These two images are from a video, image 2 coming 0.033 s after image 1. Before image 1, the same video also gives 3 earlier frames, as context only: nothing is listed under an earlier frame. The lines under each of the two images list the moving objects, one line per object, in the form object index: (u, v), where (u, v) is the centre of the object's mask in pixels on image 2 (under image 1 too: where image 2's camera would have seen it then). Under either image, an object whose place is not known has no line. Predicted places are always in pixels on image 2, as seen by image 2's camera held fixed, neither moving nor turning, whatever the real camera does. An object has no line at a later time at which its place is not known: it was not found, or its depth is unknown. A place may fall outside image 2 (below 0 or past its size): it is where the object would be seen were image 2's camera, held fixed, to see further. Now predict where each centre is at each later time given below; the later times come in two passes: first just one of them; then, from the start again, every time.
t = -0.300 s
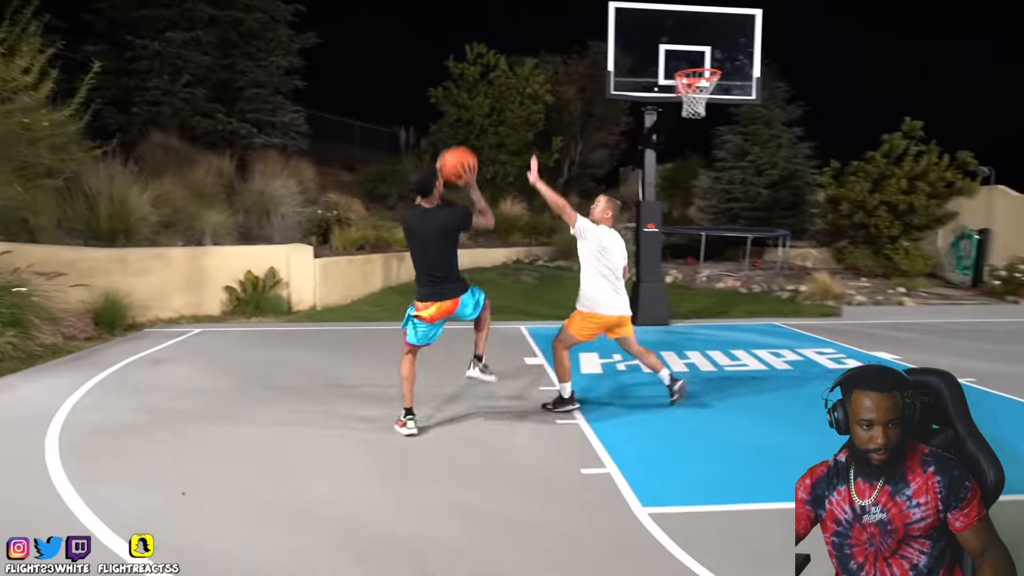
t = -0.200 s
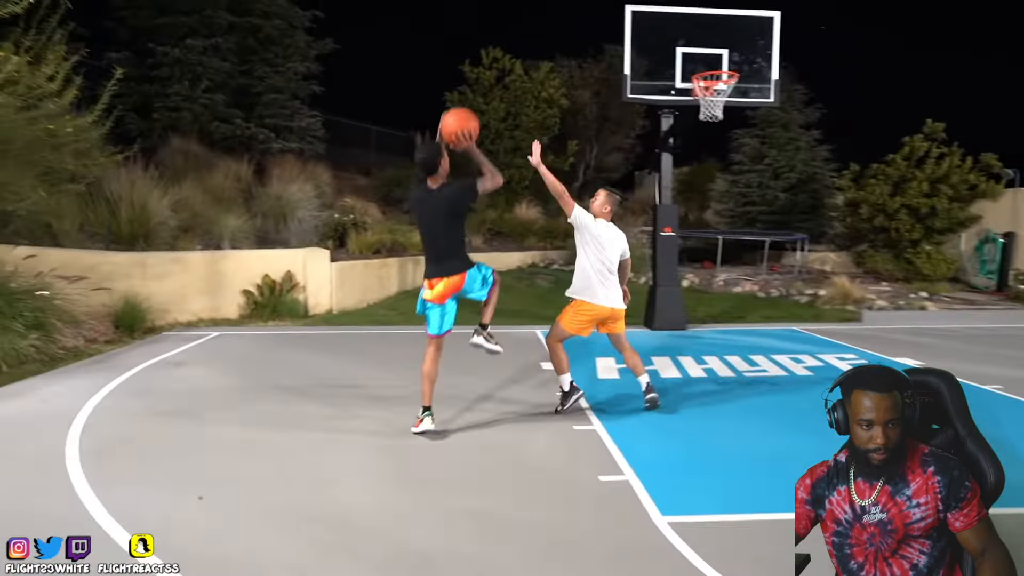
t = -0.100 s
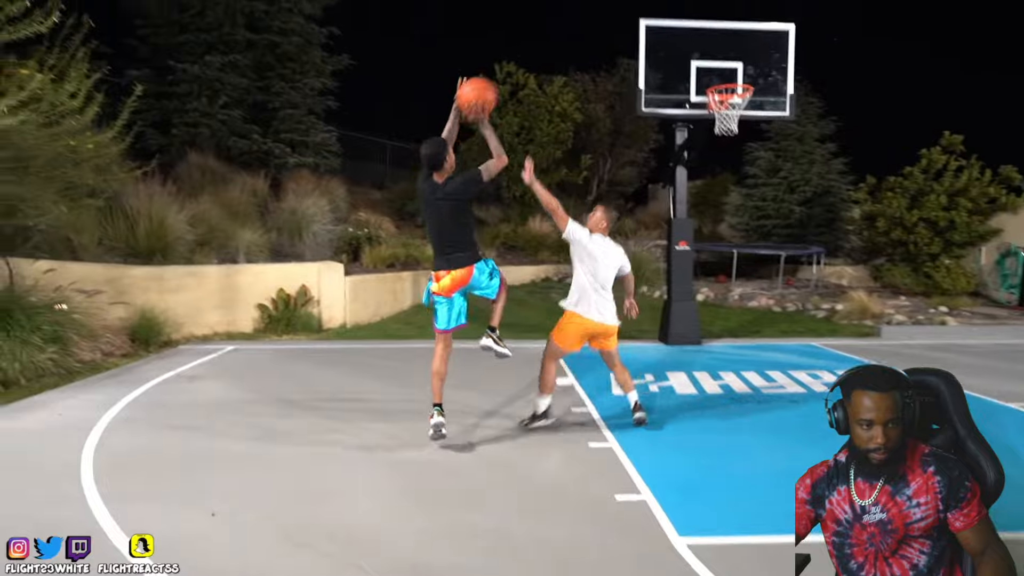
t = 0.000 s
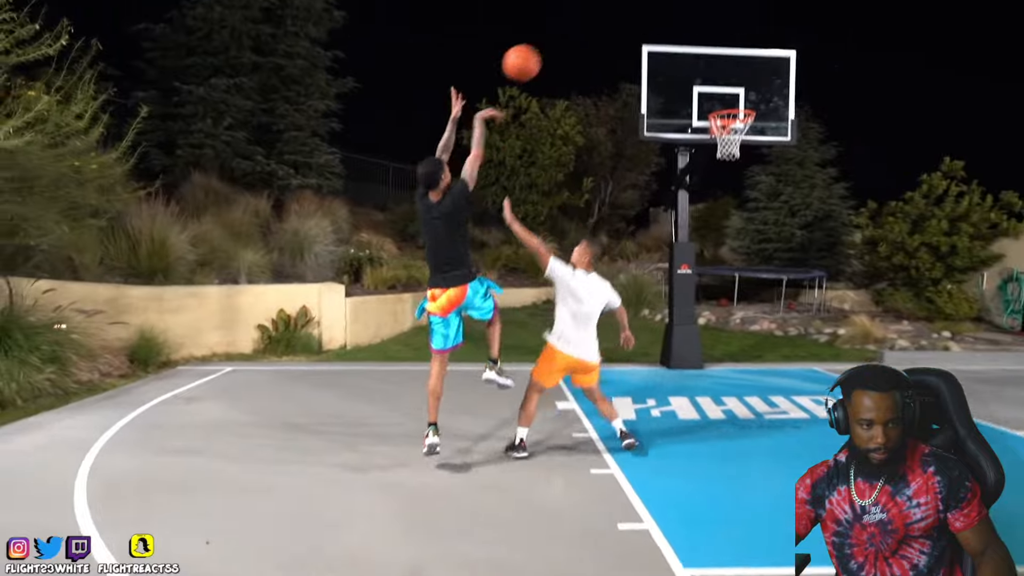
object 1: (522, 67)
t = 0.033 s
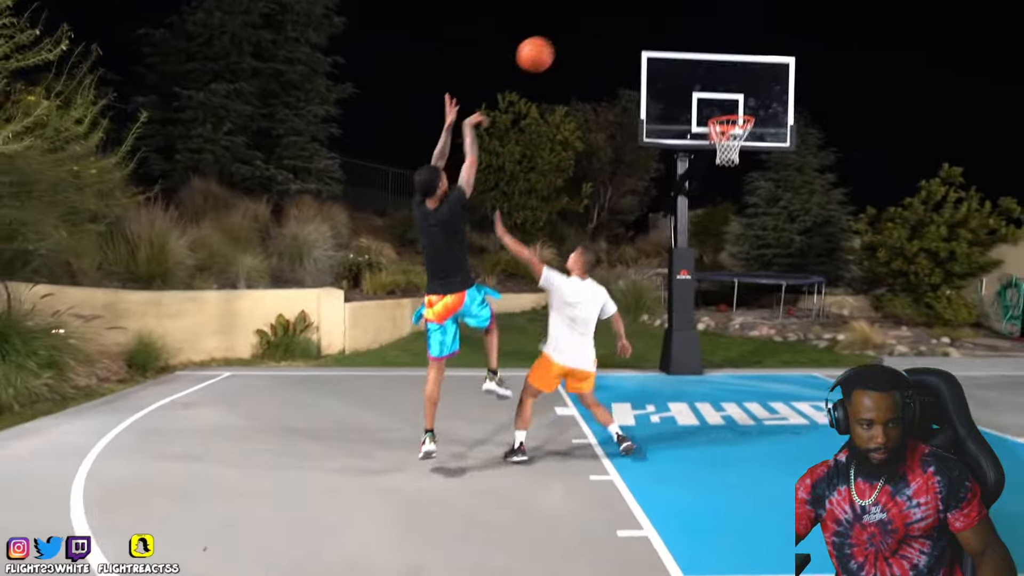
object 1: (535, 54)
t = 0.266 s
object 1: (614, 9)
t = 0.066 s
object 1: (548, 44)
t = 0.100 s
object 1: (560, 35)
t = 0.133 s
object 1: (571, 27)
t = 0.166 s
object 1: (583, 20)
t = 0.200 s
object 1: (594, 15)
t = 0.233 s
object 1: (604, 11)
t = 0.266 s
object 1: (614, 9)
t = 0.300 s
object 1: (624, 9)
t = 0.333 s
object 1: (632, 10)
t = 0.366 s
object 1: (640, 11)
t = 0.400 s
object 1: (648, 14)
